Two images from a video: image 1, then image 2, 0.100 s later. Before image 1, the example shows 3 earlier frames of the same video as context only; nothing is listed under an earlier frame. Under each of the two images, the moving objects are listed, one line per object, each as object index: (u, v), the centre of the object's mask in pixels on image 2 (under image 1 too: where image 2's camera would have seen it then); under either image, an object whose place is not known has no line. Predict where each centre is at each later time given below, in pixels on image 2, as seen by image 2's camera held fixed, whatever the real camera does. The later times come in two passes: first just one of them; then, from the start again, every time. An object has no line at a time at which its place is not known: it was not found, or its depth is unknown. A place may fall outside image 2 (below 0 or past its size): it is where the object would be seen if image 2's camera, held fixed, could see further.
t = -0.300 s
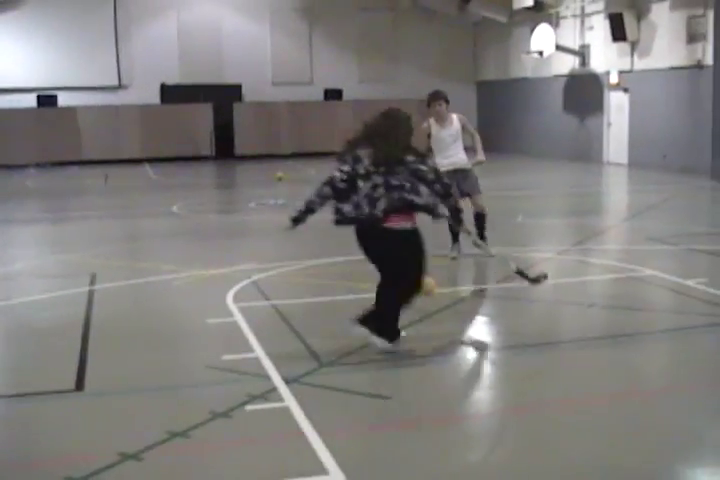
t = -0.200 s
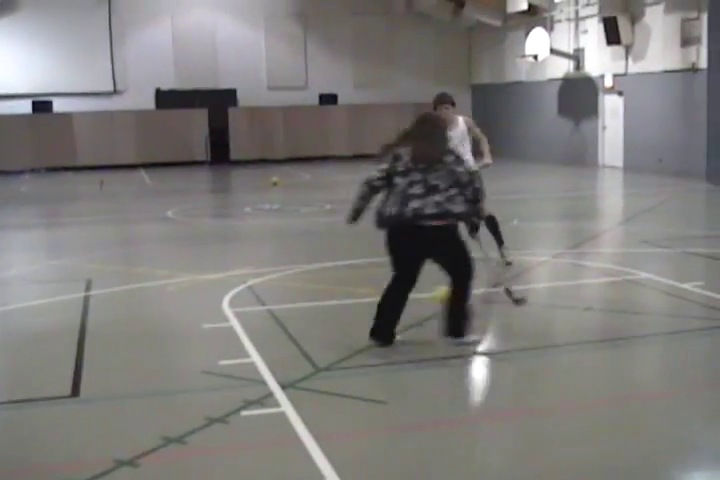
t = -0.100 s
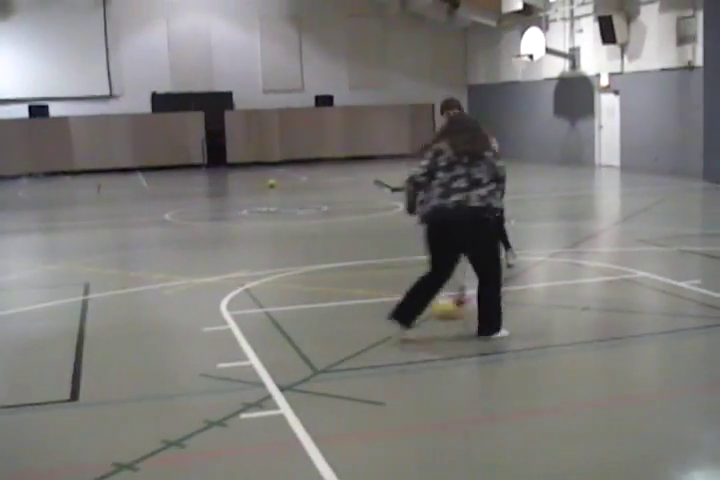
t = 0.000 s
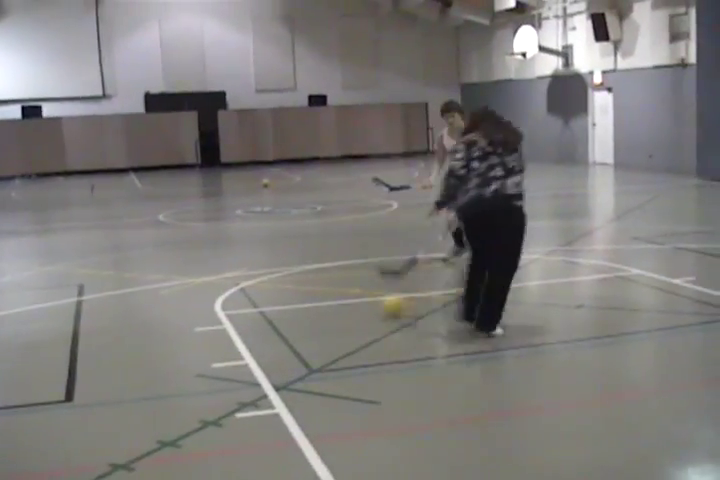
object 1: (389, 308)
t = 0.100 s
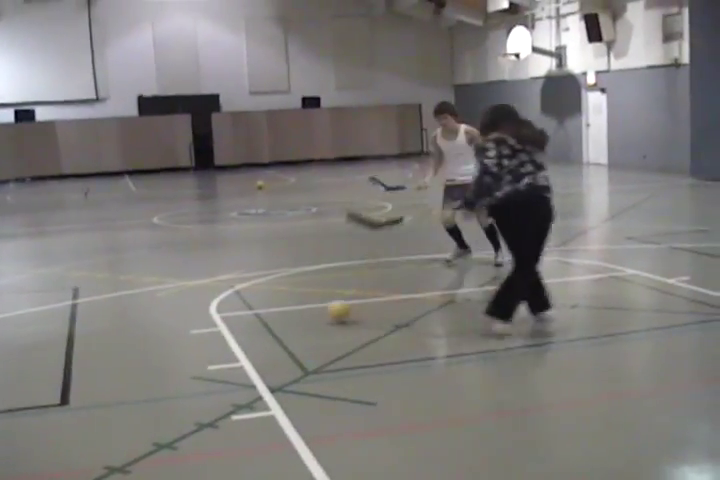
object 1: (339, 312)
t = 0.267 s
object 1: (269, 317)
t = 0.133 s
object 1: (325, 310)
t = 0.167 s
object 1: (311, 310)
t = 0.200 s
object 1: (297, 310)
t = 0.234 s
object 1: (285, 314)
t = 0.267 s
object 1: (269, 317)
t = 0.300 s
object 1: (257, 316)
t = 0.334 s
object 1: (242, 313)
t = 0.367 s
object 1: (228, 311)
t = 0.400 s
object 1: (214, 312)
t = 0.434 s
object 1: (202, 315)
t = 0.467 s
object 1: (187, 320)
